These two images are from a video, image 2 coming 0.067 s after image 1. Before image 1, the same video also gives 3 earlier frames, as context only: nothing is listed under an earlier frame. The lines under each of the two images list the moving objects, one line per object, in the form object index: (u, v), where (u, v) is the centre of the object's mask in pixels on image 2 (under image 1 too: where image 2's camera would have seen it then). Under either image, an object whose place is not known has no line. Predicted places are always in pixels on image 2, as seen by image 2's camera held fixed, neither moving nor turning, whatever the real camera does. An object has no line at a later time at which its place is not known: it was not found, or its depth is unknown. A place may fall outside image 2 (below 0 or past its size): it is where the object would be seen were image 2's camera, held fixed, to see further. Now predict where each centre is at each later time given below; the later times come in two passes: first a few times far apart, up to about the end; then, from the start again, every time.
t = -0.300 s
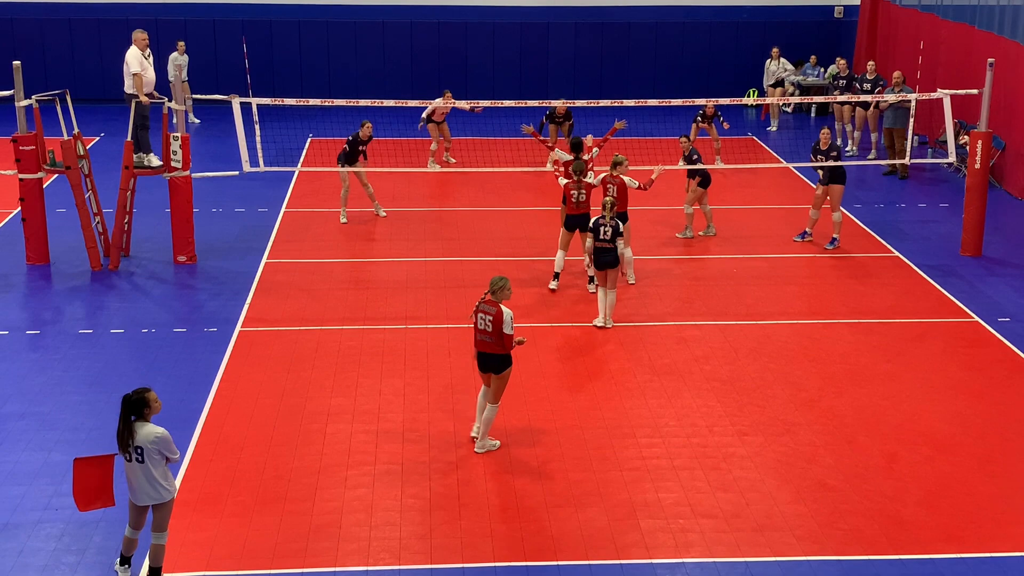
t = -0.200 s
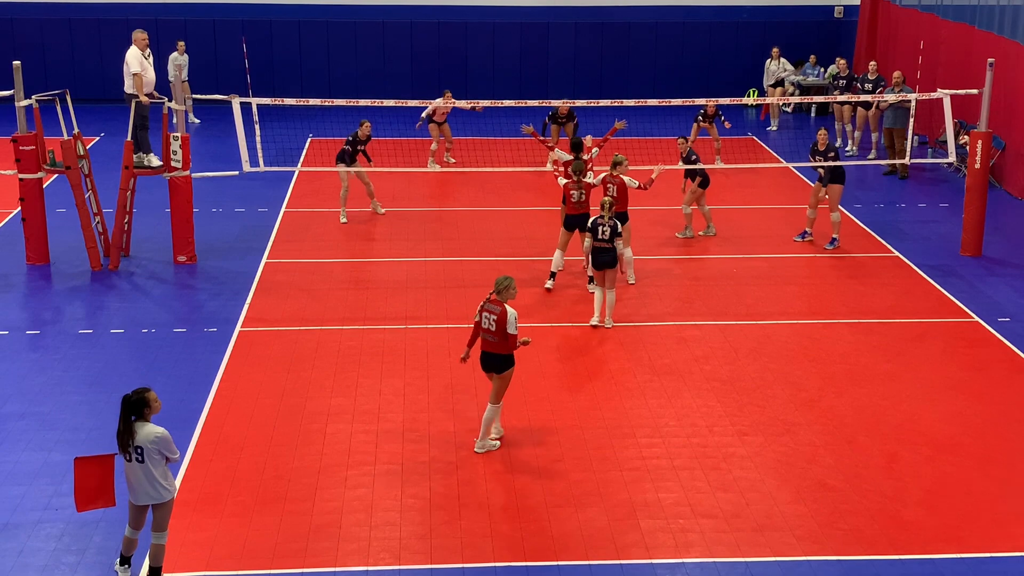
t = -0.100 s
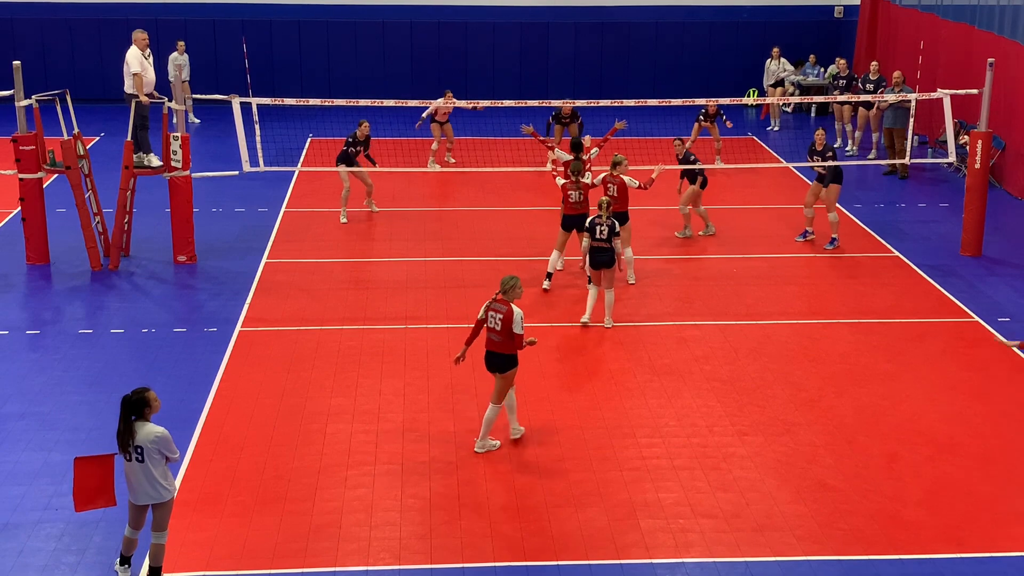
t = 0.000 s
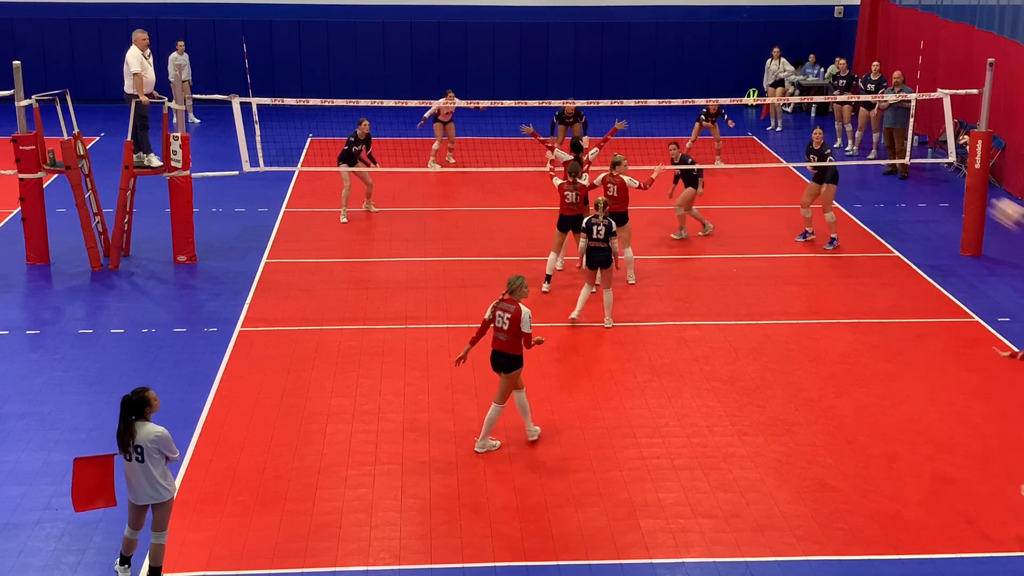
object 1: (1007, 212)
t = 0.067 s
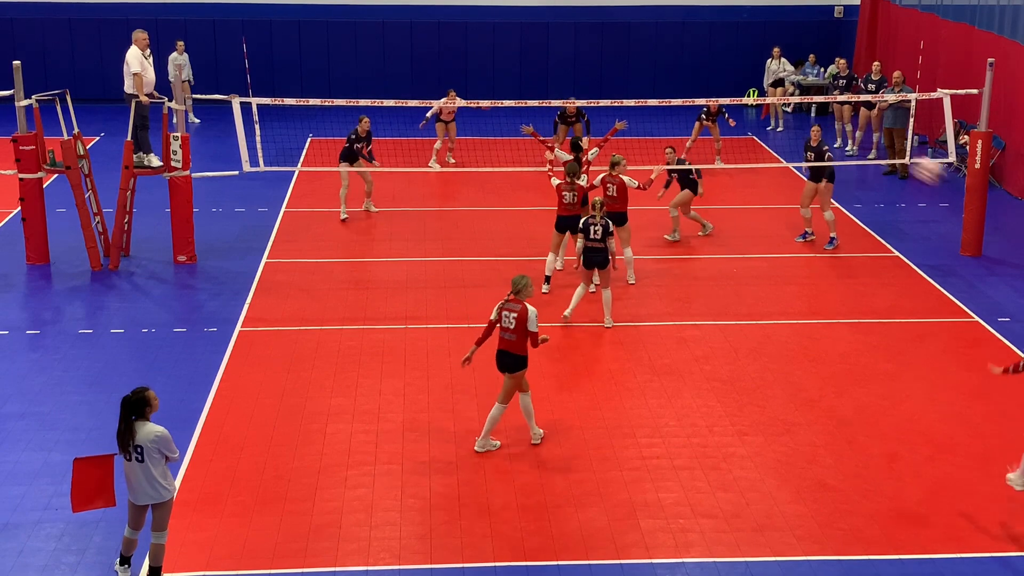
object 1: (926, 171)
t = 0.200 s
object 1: (797, 112)
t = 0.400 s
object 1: (650, 71)
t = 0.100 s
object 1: (890, 150)
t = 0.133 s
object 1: (858, 136)
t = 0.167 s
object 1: (826, 123)
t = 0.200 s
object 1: (797, 112)
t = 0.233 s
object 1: (767, 101)
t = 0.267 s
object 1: (740, 91)
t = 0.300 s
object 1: (717, 85)
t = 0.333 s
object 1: (693, 79)
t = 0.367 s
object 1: (672, 75)
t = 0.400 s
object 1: (650, 71)
